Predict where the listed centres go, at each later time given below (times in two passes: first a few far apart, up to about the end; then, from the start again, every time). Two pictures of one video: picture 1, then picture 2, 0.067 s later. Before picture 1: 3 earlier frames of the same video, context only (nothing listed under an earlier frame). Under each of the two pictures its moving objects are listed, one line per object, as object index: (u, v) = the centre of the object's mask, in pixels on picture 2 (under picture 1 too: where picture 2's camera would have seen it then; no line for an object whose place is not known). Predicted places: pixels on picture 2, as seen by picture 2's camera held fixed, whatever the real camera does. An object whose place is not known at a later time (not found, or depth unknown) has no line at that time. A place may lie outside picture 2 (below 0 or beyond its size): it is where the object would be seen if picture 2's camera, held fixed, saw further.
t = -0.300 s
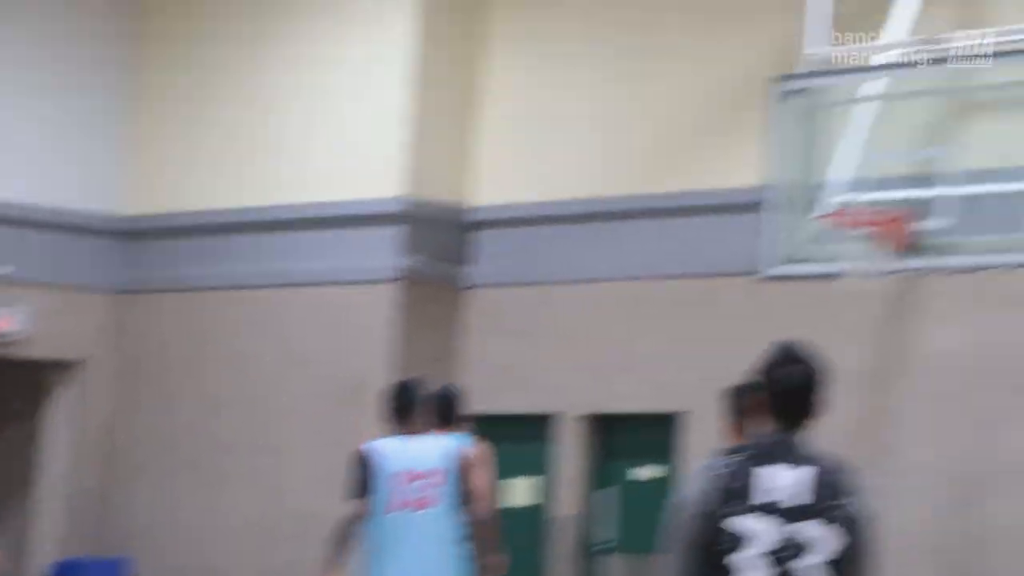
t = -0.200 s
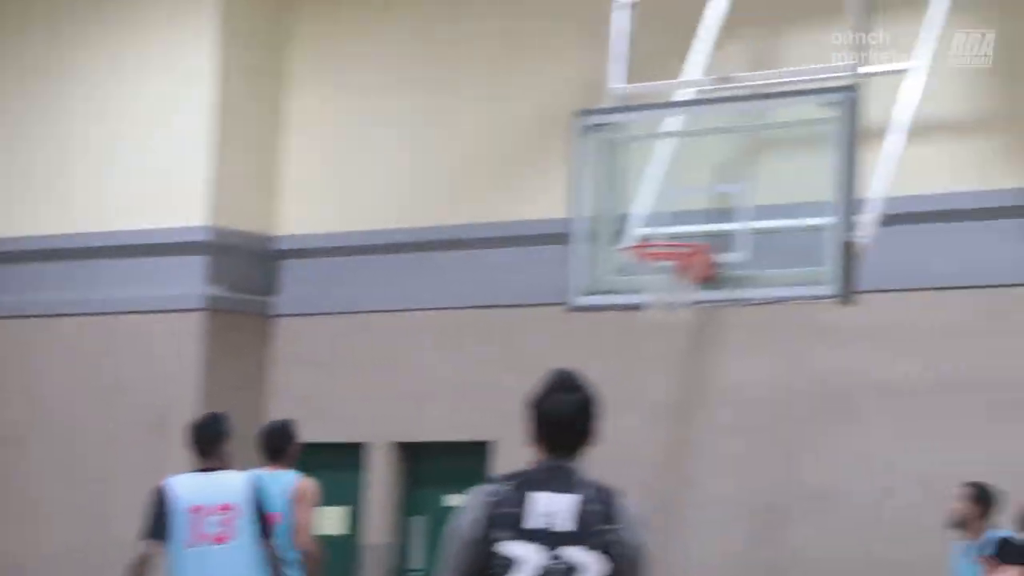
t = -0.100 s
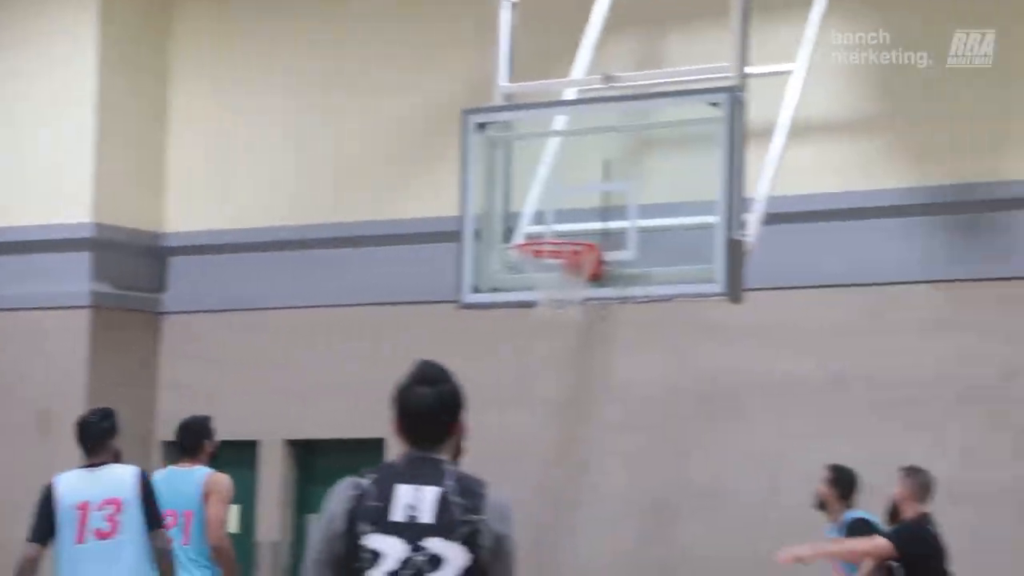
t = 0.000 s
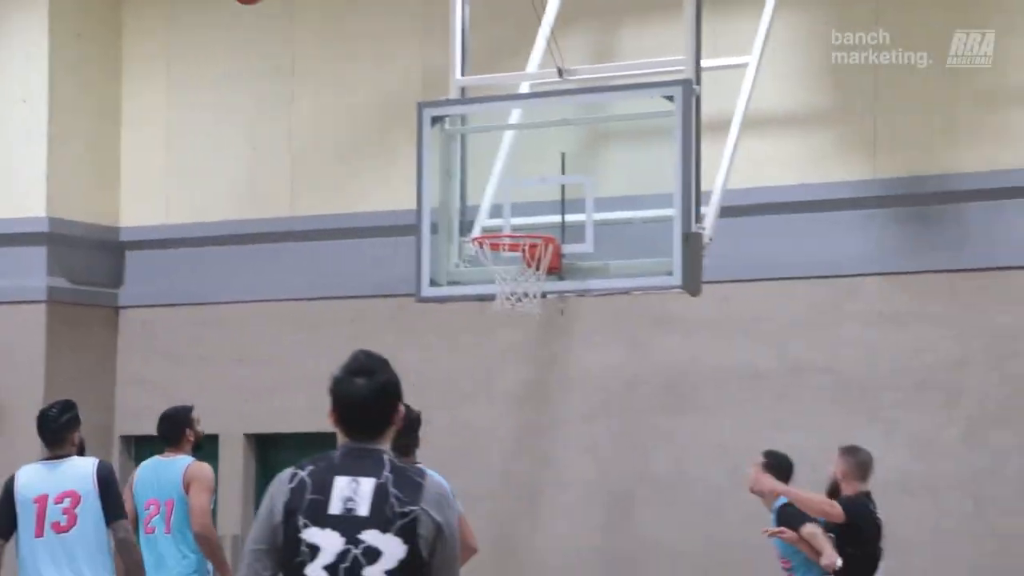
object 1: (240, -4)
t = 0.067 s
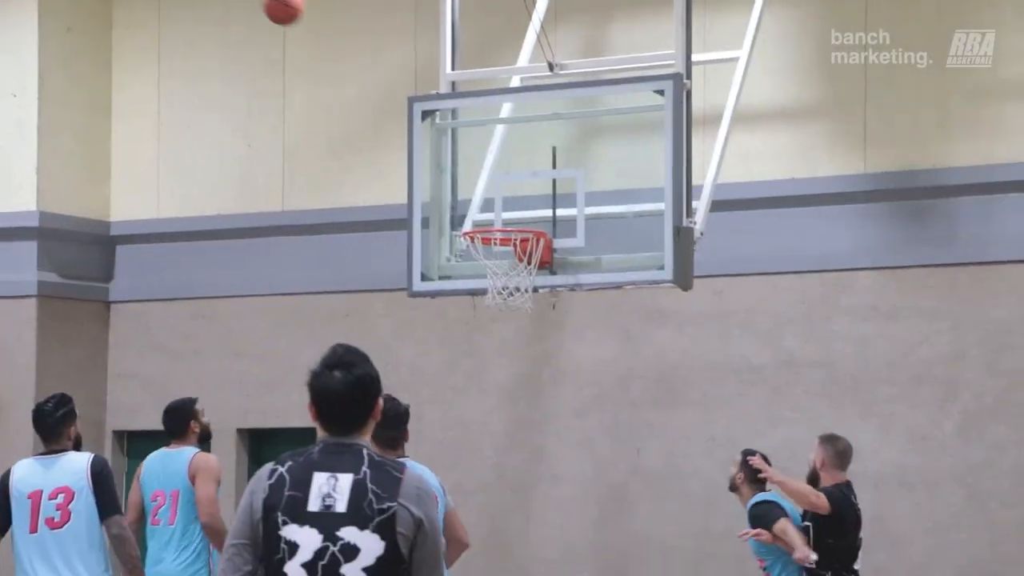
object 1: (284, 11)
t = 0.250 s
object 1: (410, 115)
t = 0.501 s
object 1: (550, 297)
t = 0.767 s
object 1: (607, 455)
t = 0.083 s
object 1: (295, 16)
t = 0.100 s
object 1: (306, 21)
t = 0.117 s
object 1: (318, 29)
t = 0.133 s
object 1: (329, 39)
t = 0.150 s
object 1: (341, 48)
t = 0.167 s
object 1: (352, 58)
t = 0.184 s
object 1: (364, 69)
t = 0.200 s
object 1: (376, 80)
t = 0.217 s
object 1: (387, 91)
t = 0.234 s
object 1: (398, 103)
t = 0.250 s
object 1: (410, 115)
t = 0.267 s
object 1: (422, 128)
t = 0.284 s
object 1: (433, 142)
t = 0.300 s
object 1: (445, 156)
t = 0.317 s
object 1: (457, 171)
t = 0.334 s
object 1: (469, 187)
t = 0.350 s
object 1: (481, 201)
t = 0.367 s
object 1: (493, 214)
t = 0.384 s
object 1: (506, 234)
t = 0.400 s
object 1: (515, 251)
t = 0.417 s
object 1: (530, 265)
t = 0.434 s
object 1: (534, 275)
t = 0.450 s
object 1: (540, 287)
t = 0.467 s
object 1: (542, 288)
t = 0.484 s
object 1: (546, 291)
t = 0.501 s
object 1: (550, 297)
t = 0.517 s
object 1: (552, 303)
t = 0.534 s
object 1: (556, 310)
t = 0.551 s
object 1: (559, 316)
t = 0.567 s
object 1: (563, 324)
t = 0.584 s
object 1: (567, 331)
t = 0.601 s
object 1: (571, 340)
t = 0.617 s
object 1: (574, 350)
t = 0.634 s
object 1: (577, 359)
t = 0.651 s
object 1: (582, 369)
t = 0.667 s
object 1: (585, 379)
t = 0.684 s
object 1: (589, 391)
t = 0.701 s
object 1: (592, 403)
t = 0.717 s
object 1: (595, 414)
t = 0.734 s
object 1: (599, 427)
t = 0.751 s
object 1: (603, 440)
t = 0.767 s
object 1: (607, 455)
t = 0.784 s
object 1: (612, 468)
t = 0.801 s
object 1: (615, 483)
